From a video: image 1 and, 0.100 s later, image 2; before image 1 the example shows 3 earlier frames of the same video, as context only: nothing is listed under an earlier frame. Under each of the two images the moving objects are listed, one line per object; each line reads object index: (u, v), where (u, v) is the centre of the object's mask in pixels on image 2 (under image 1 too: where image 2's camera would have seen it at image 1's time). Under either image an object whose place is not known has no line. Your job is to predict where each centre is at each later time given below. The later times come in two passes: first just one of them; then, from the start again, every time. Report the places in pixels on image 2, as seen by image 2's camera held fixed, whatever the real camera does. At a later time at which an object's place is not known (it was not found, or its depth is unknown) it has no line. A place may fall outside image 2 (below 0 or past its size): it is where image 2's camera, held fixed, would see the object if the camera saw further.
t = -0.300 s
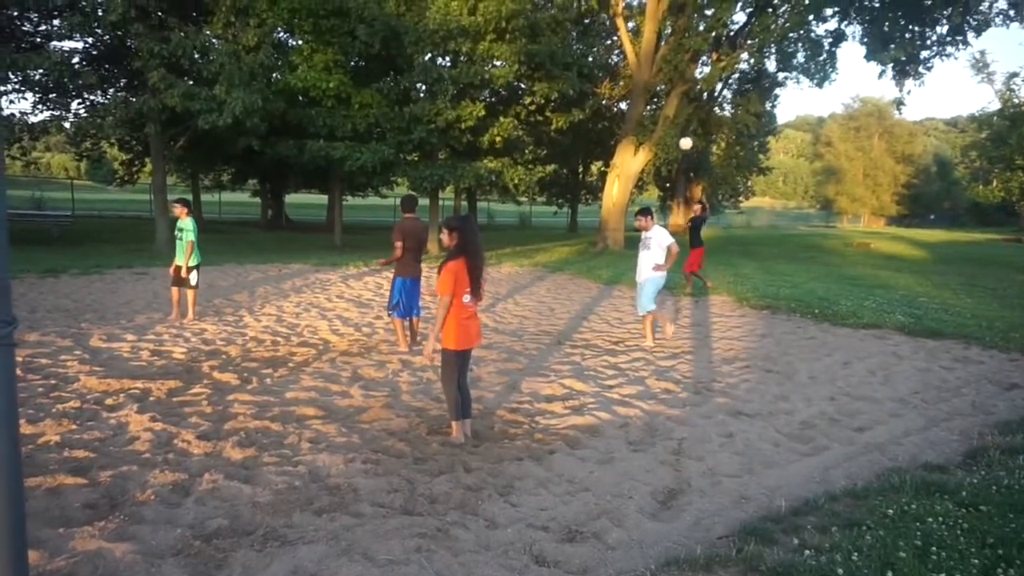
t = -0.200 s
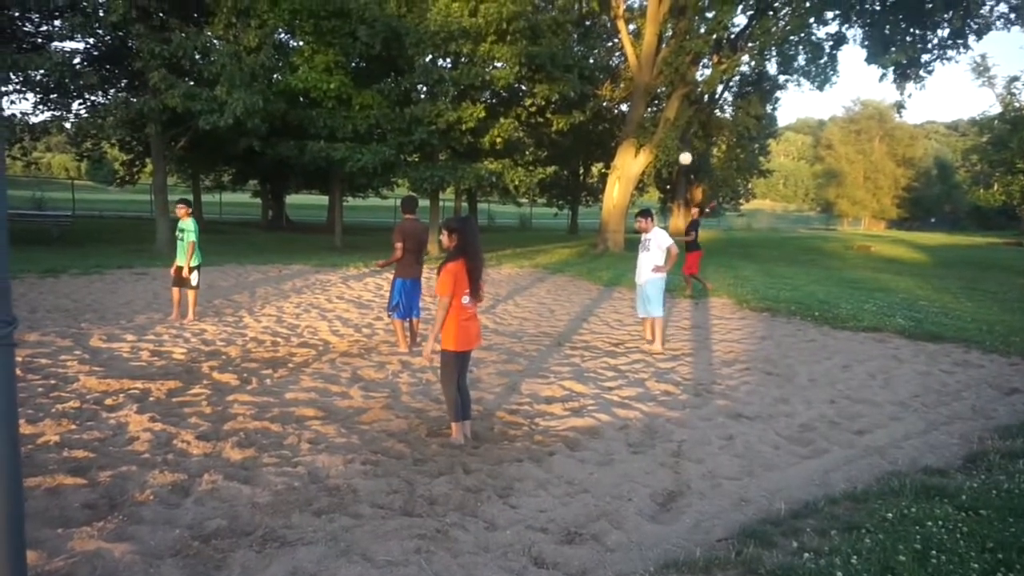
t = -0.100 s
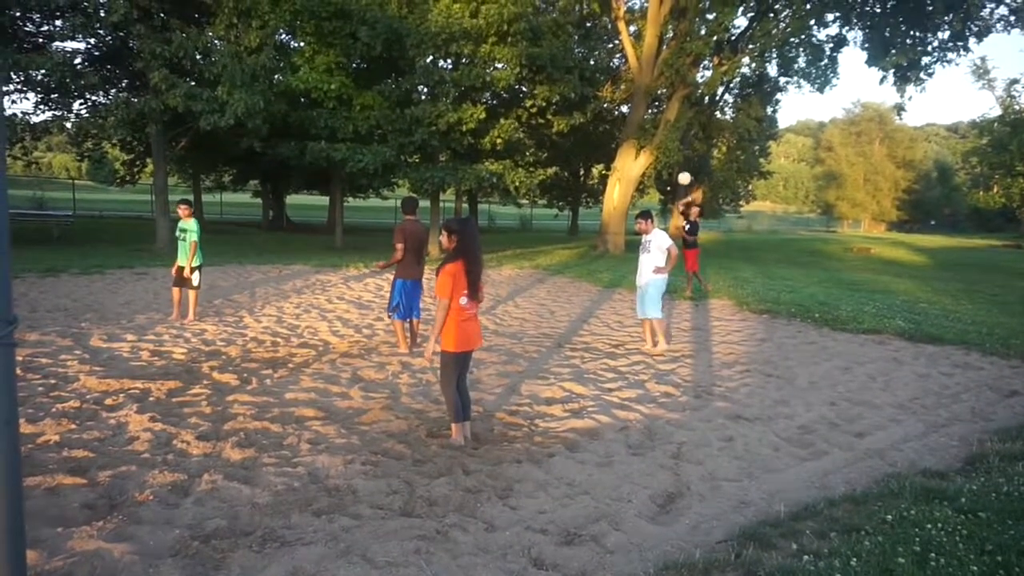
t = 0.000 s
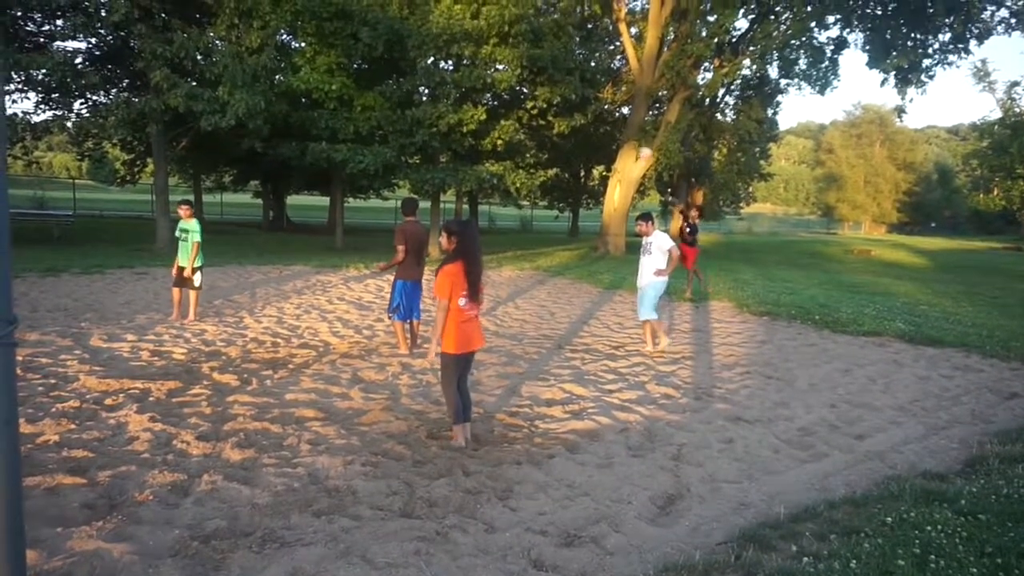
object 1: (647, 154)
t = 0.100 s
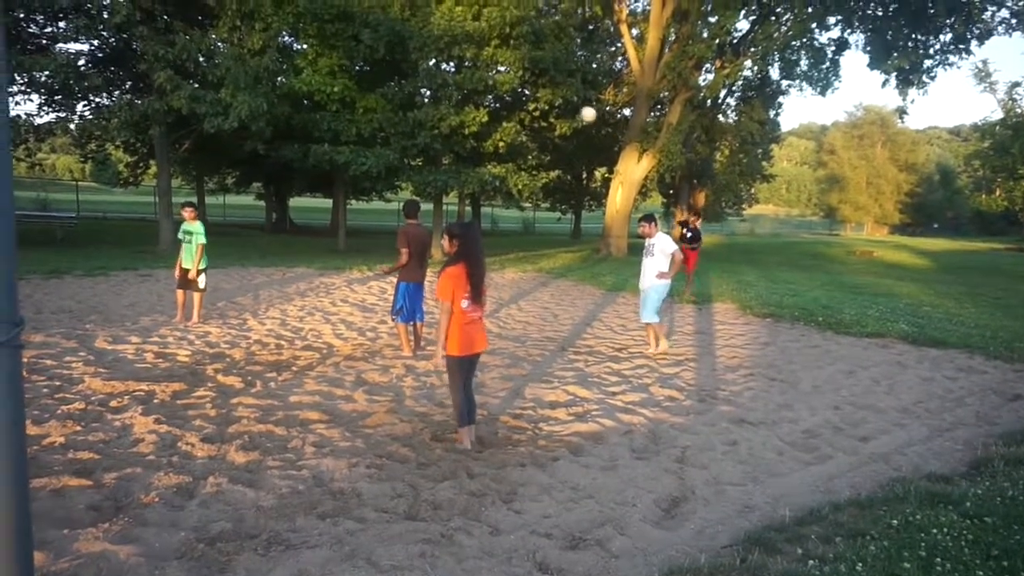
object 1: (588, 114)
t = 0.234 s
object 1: (490, 62)
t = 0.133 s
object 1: (565, 100)
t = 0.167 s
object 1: (541, 87)
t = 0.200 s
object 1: (517, 74)
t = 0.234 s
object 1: (490, 62)
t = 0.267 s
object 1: (463, 49)
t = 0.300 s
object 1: (435, 38)
